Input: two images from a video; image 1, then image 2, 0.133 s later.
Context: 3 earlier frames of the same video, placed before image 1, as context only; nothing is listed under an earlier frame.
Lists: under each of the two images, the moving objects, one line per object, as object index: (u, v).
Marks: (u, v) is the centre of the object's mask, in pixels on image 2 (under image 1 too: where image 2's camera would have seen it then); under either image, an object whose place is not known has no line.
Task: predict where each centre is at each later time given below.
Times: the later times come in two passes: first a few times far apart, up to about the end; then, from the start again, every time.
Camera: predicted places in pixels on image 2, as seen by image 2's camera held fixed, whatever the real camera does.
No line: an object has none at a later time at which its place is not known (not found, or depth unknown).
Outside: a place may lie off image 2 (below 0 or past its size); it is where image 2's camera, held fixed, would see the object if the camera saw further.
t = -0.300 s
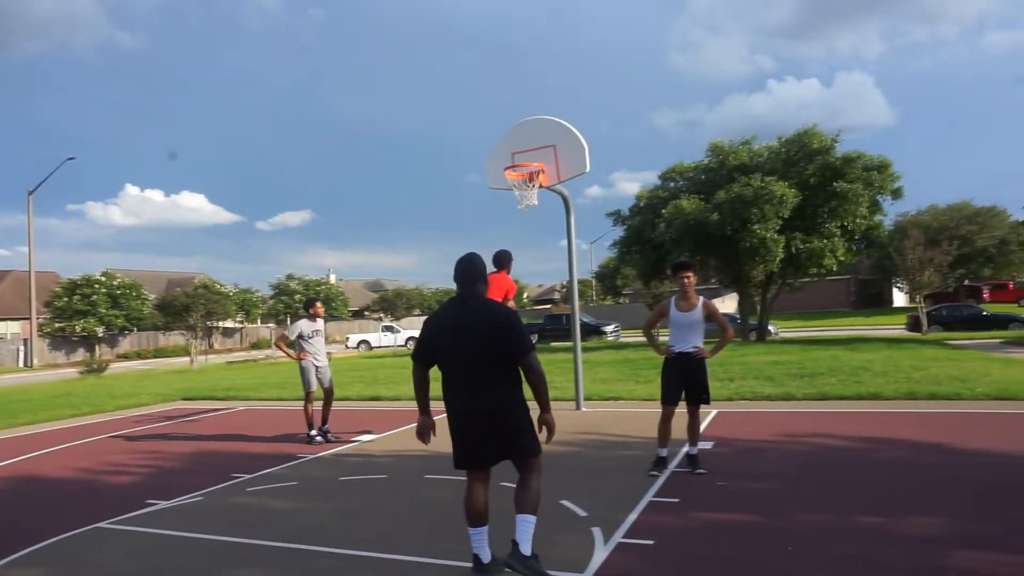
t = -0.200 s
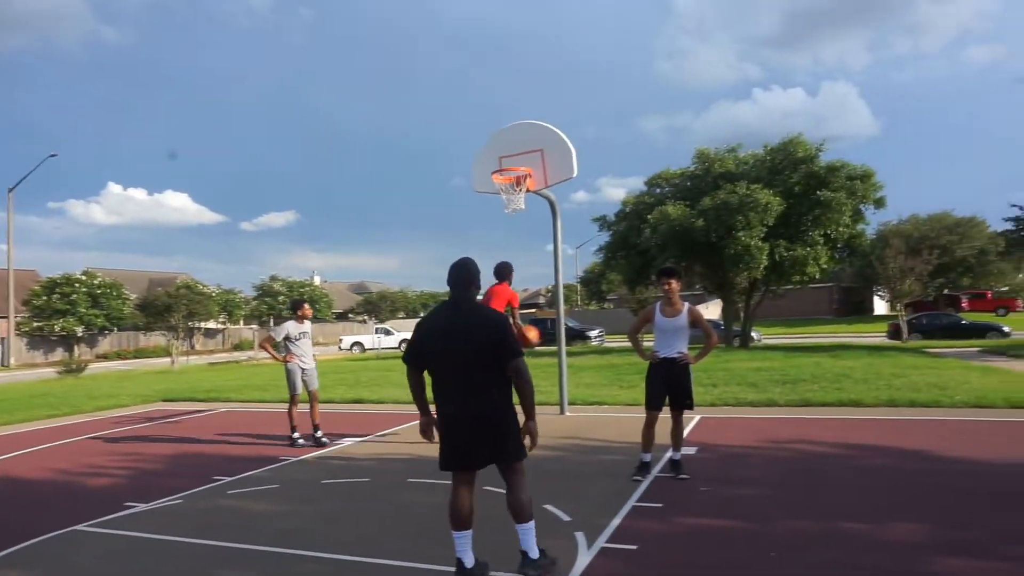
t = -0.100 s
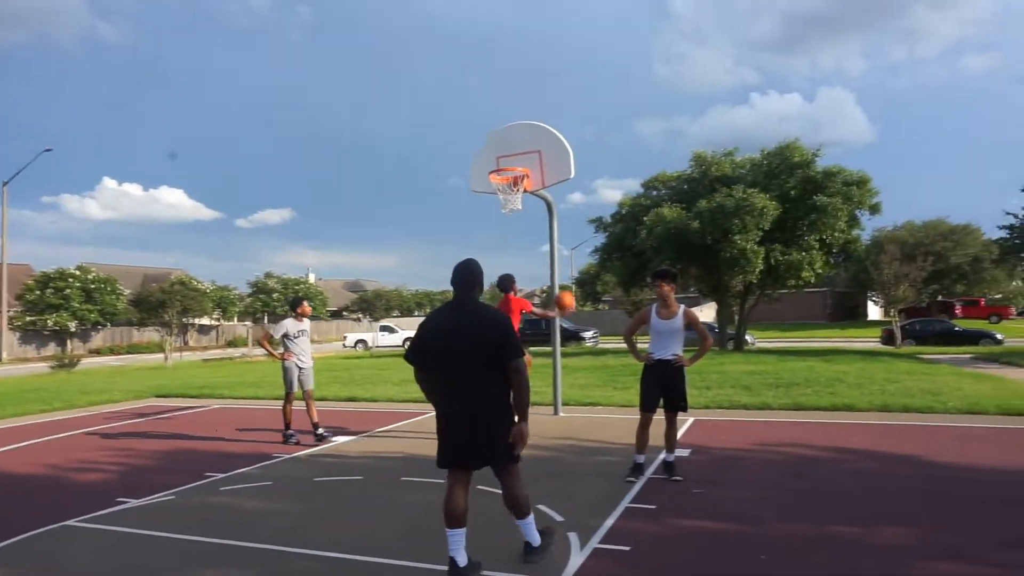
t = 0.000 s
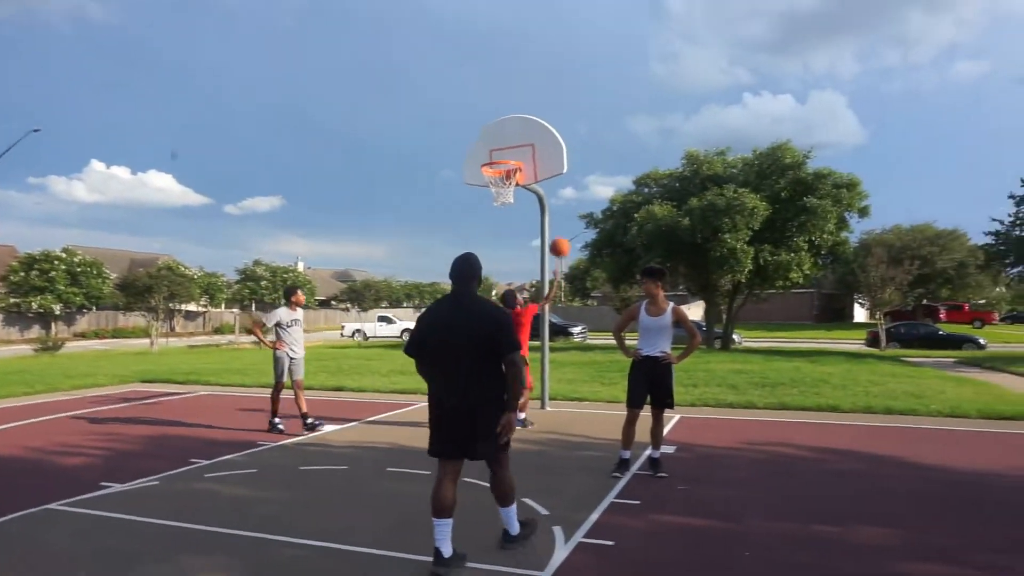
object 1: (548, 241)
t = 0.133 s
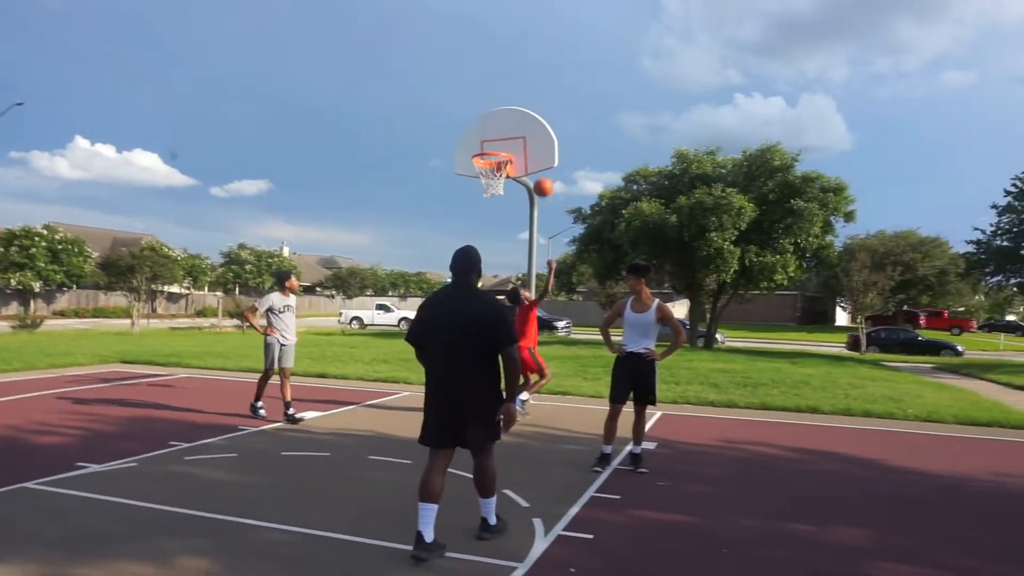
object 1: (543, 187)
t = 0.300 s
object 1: (529, 150)
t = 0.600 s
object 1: (491, 145)
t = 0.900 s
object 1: (501, 194)
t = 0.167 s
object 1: (542, 177)
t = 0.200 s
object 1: (540, 167)
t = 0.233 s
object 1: (537, 160)
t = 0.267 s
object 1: (533, 154)
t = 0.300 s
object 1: (529, 150)
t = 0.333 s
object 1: (524, 145)
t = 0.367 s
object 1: (520, 142)
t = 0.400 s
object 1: (517, 140)
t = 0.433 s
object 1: (513, 139)
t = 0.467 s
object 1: (509, 139)
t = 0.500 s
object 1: (505, 140)
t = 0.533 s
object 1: (501, 141)
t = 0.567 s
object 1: (496, 143)
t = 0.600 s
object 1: (491, 145)
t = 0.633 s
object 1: (487, 147)
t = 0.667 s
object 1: (483, 155)
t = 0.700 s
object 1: (481, 163)
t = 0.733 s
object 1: (491, 167)
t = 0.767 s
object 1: (491, 174)
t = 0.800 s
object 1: (495, 177)
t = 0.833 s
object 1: (497, 193)
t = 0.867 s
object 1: (500, 192)
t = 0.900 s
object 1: (501, 194)
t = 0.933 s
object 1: (502, 199)
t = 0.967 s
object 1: (503, 205)
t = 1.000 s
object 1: (504, 211)
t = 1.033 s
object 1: (505, 219)
